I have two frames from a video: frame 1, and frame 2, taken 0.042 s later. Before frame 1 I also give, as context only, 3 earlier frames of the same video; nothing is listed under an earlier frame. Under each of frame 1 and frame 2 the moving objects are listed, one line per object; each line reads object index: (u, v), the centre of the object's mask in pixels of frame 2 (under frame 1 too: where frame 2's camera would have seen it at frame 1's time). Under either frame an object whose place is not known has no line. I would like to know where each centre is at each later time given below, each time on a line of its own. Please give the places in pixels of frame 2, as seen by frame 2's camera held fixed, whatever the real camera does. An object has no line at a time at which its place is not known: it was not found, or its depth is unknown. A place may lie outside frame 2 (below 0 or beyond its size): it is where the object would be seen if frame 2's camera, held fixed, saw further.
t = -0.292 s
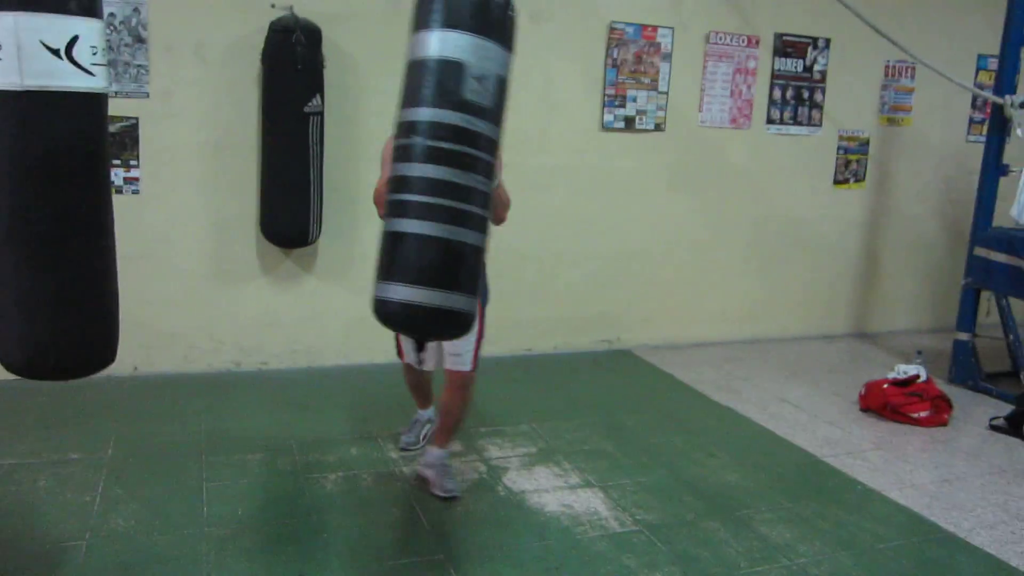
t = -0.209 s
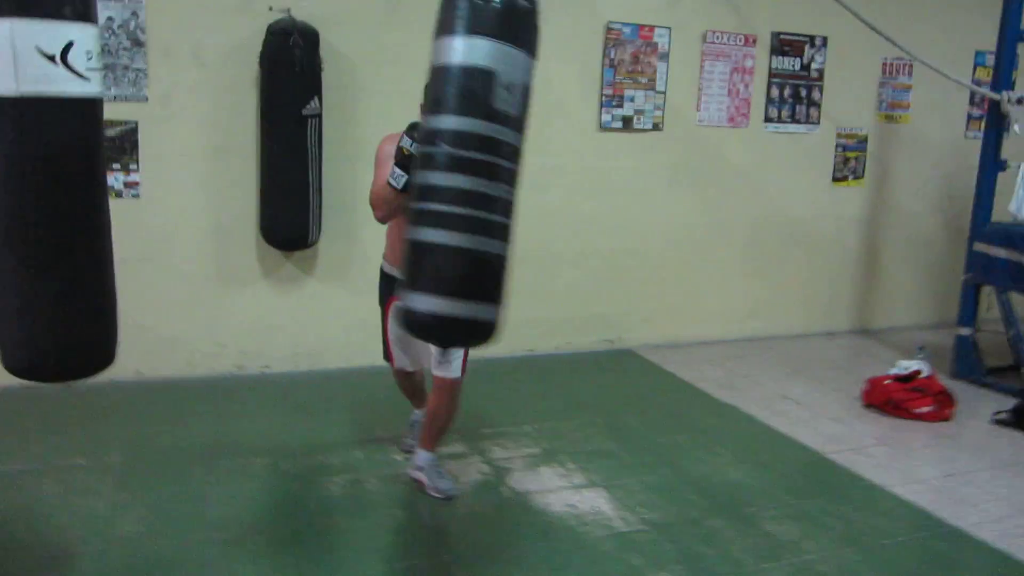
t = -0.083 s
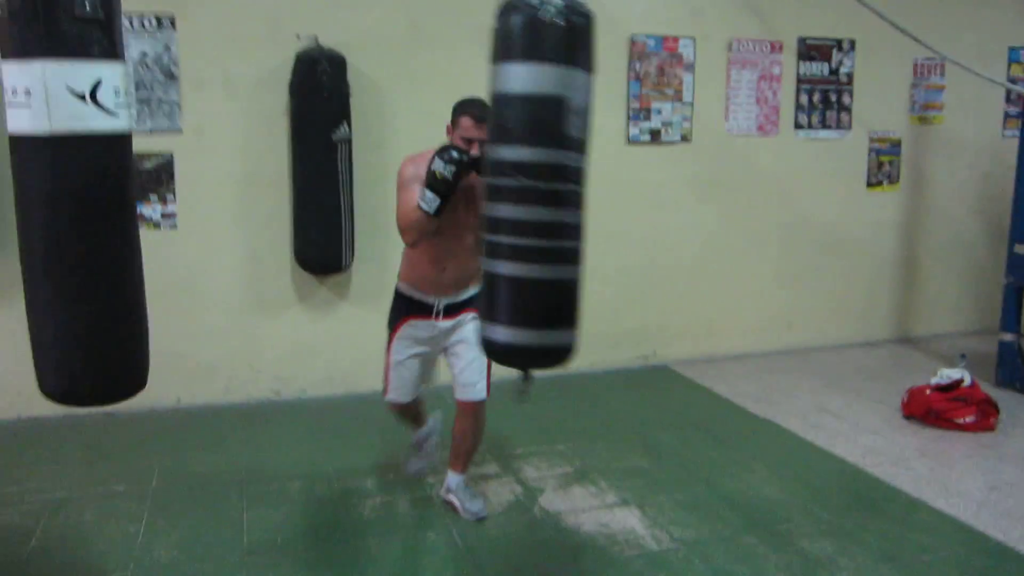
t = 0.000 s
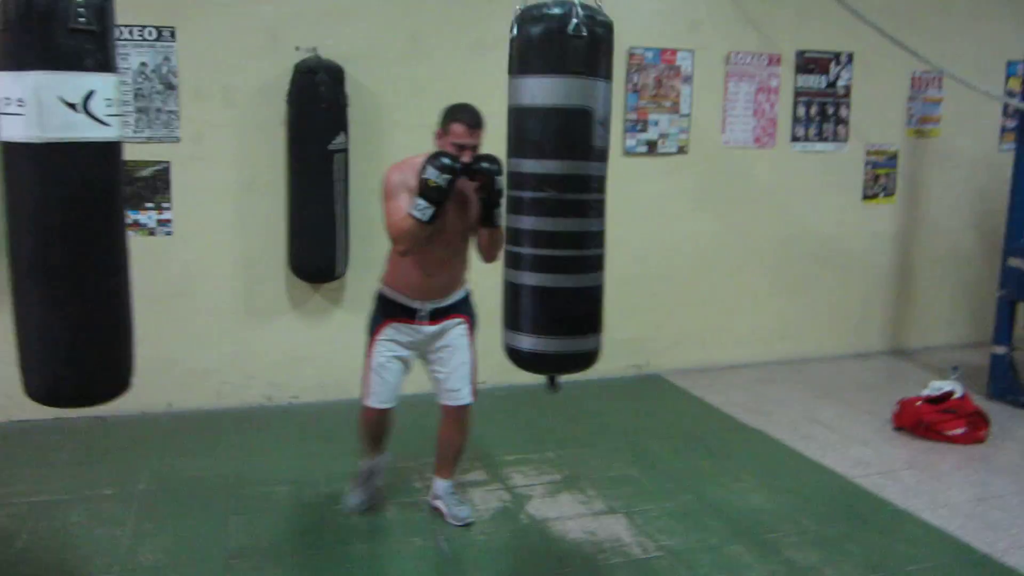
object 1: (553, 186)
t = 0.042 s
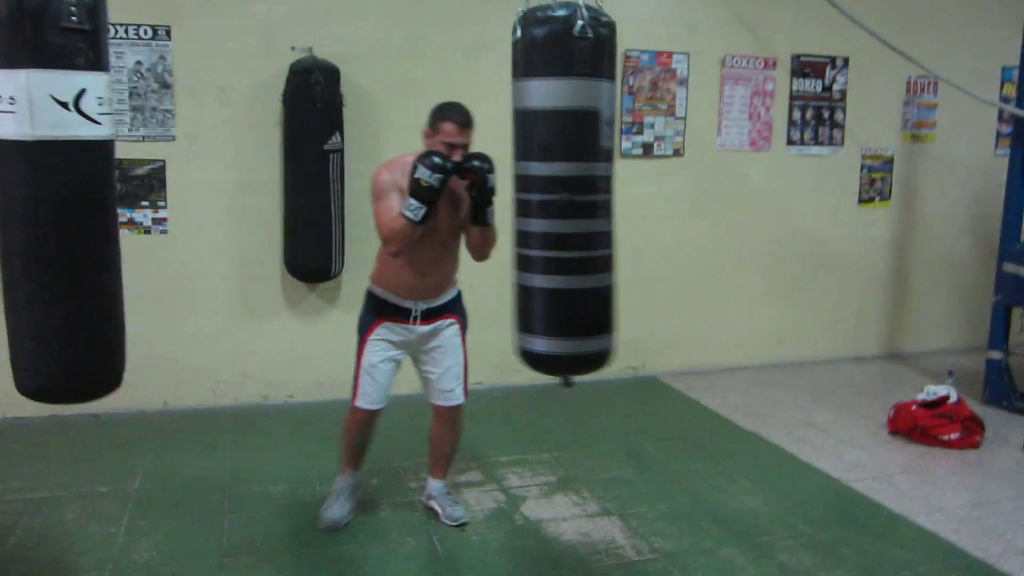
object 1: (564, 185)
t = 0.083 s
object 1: (569, 187)
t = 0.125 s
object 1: (588, 192)
